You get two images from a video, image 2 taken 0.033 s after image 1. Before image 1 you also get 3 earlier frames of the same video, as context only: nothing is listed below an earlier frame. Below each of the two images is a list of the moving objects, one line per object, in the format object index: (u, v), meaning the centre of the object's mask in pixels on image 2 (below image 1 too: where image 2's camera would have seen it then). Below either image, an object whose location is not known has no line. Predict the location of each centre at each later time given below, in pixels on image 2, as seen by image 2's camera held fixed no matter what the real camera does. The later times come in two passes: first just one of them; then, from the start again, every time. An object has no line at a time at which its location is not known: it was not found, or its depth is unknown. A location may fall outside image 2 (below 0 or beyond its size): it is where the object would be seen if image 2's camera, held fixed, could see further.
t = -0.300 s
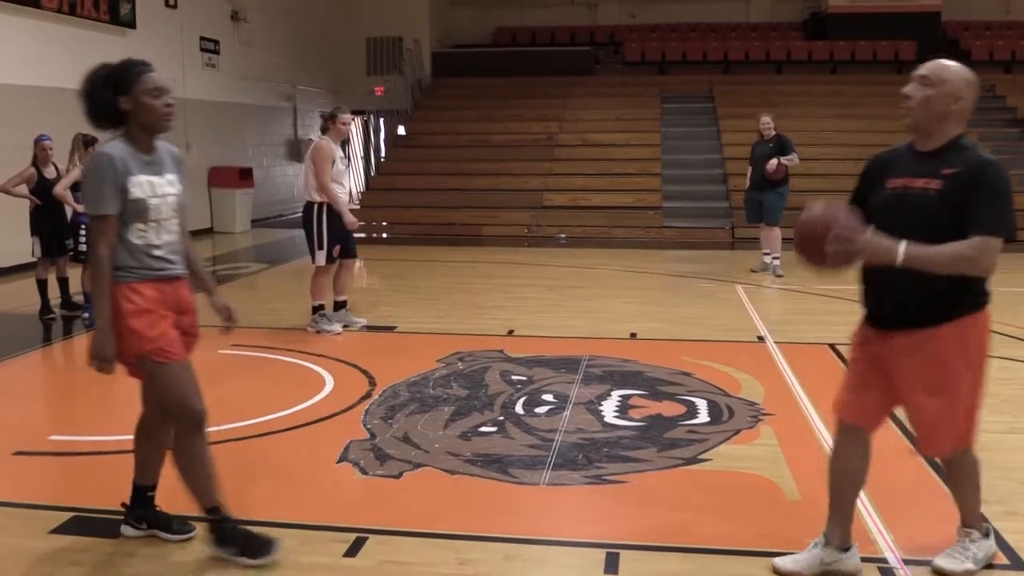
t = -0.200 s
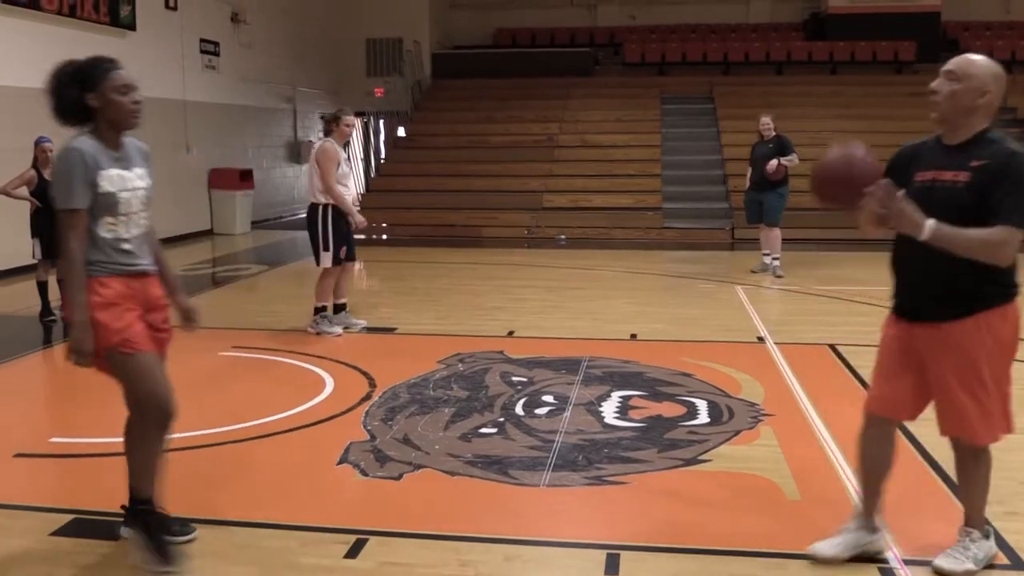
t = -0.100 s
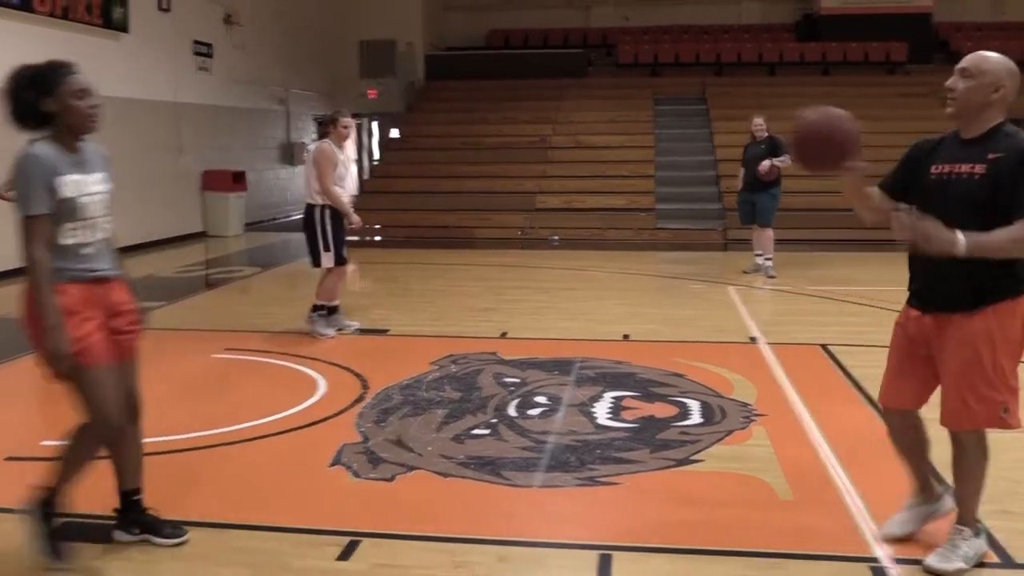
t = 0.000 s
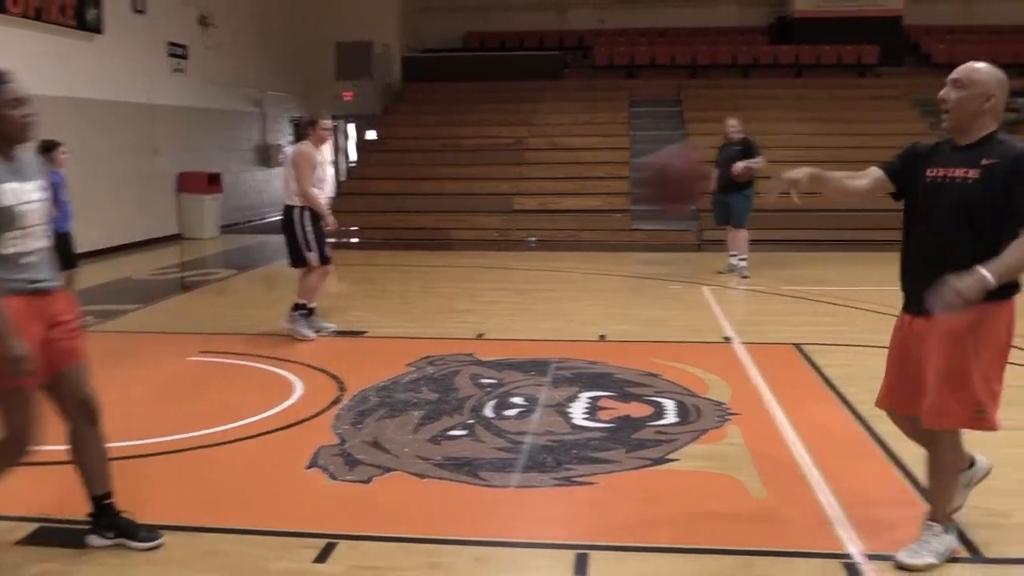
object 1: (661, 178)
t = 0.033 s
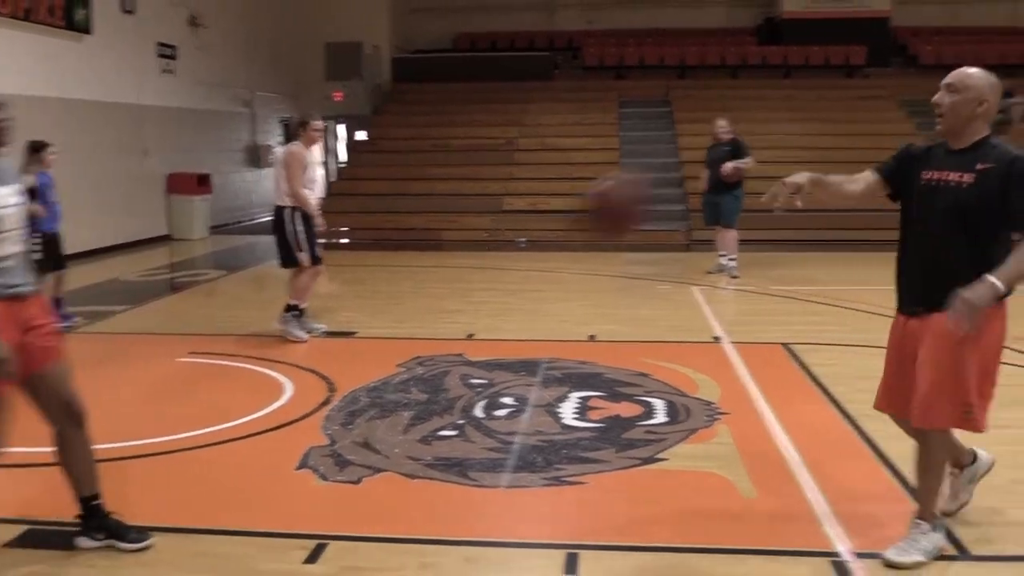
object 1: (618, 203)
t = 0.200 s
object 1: (372, 381)
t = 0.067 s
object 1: (571, 235)
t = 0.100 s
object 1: (515, 268)
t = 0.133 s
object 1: (465, 303)
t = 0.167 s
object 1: (420, 339)
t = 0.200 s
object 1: (372, 381)
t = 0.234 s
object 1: (329, 426)
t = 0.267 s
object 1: (280, 470)
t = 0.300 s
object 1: (239, 514)
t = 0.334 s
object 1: (205, 518)
